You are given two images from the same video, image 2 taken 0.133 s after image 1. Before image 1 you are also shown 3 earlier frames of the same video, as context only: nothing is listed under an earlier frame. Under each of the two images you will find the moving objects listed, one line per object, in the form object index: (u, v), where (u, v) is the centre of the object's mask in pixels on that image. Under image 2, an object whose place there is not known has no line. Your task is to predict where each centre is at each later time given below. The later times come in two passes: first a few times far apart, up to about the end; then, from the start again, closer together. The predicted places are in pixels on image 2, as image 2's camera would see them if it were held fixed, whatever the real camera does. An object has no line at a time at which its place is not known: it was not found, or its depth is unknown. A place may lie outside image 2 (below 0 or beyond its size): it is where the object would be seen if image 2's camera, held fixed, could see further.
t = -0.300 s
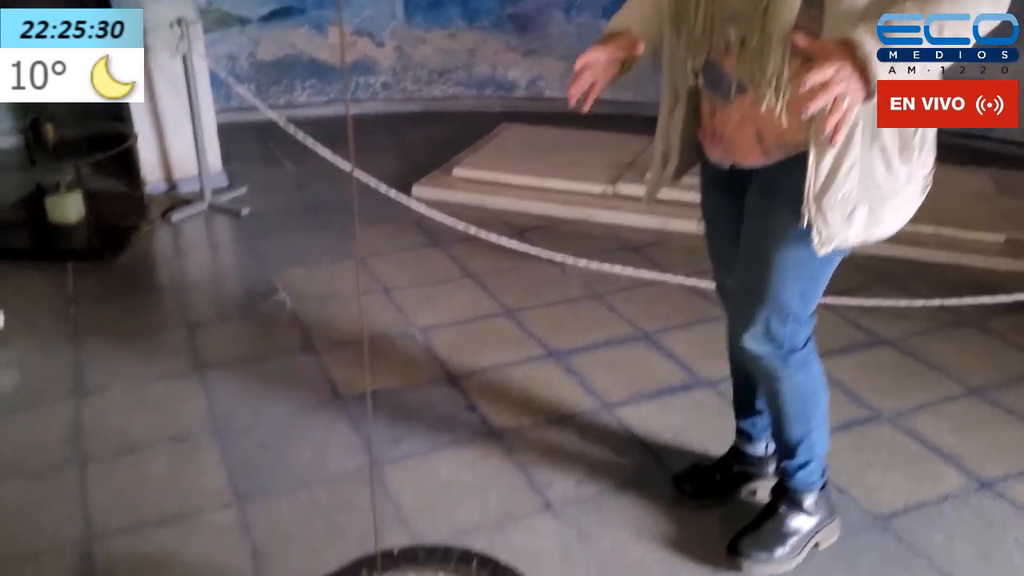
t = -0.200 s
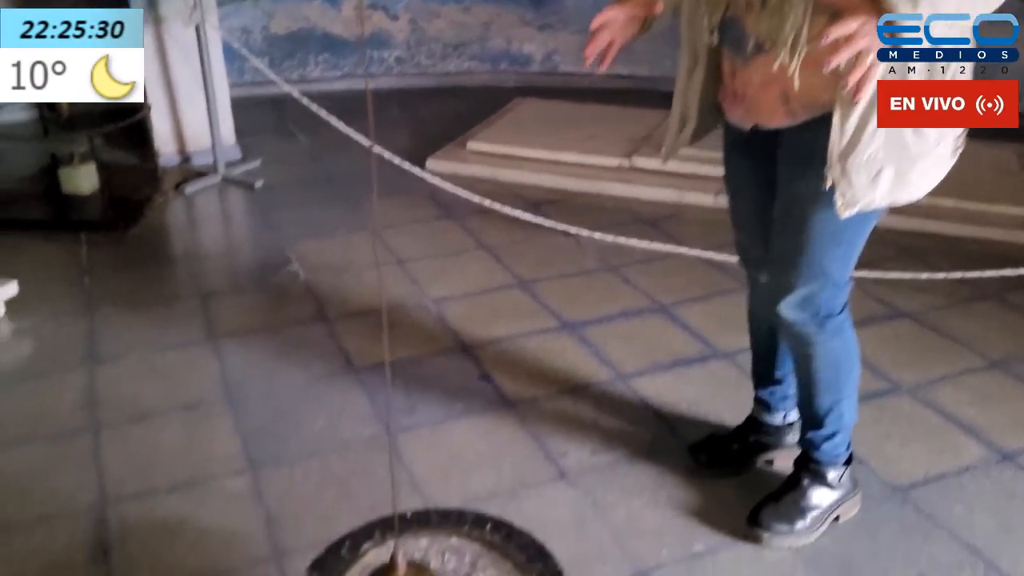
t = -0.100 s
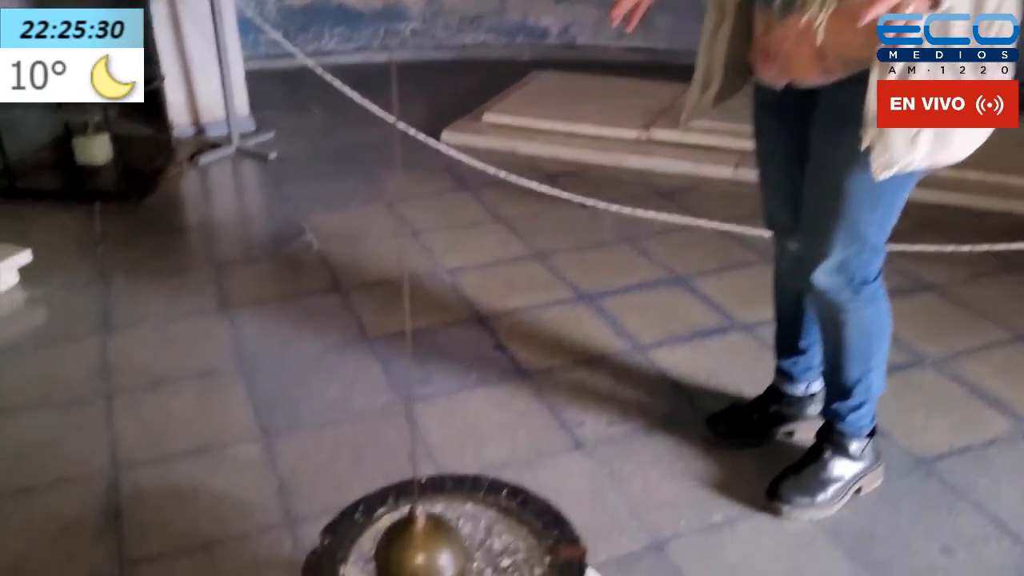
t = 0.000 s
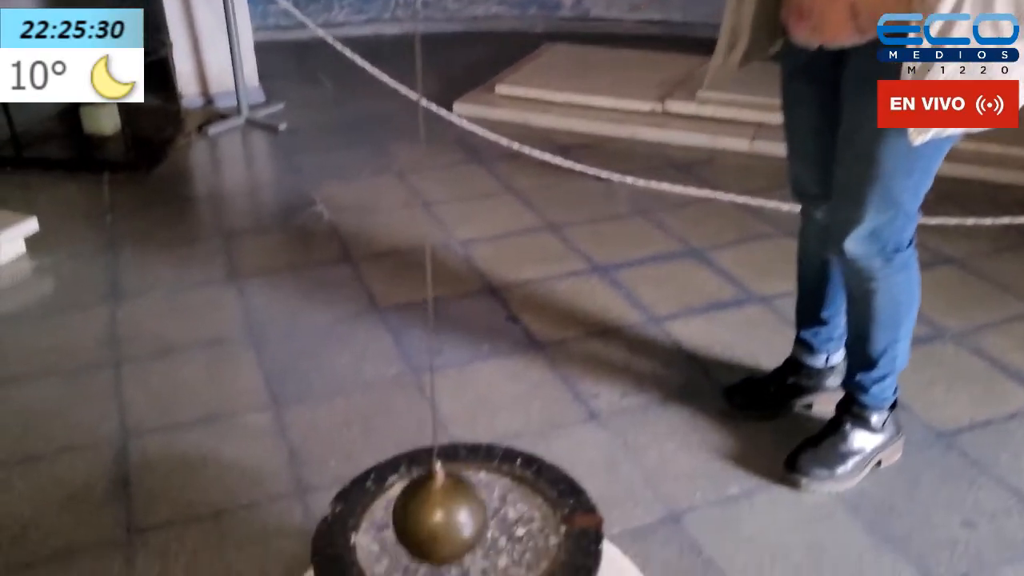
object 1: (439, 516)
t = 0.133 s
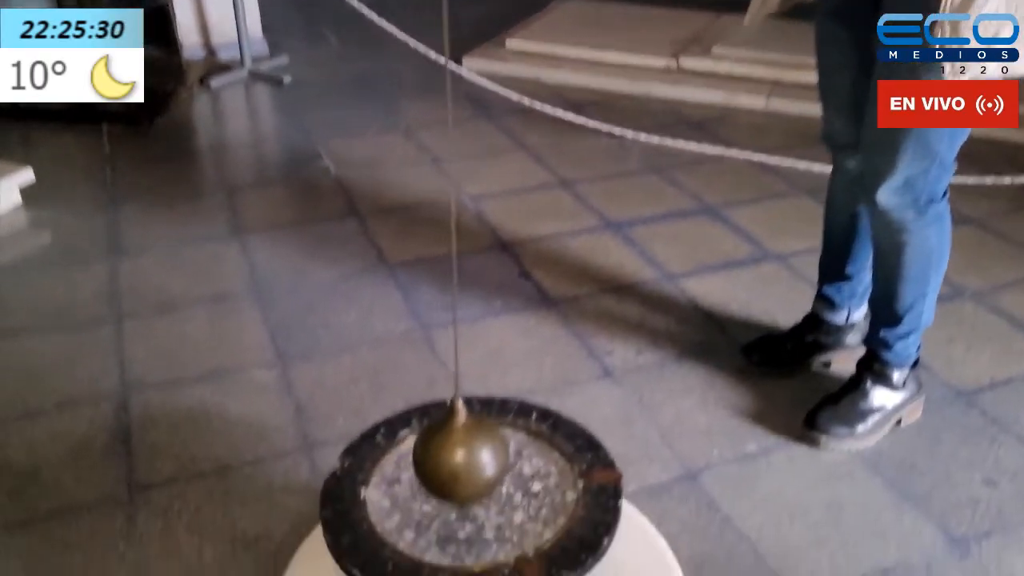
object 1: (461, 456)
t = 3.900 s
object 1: (444, 492)
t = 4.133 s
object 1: (436, 508)
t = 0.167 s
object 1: (462, 453)
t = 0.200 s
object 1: (463, 448)
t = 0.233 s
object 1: (465, 444)
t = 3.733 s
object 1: (452, 476)
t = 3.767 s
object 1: (450, 479)
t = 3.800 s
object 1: (449, 482)
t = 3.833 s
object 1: (447, 486)
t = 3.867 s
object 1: (446, 488)
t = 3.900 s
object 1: (444, 492)
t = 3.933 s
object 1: (443, 495)
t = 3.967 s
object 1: (442, 497)
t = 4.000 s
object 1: (441, 499)
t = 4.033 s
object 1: (439, 502)
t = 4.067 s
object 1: (438, 504)
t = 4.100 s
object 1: (437, 506)
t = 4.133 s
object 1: (436, 508)
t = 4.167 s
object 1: (435, 510)
